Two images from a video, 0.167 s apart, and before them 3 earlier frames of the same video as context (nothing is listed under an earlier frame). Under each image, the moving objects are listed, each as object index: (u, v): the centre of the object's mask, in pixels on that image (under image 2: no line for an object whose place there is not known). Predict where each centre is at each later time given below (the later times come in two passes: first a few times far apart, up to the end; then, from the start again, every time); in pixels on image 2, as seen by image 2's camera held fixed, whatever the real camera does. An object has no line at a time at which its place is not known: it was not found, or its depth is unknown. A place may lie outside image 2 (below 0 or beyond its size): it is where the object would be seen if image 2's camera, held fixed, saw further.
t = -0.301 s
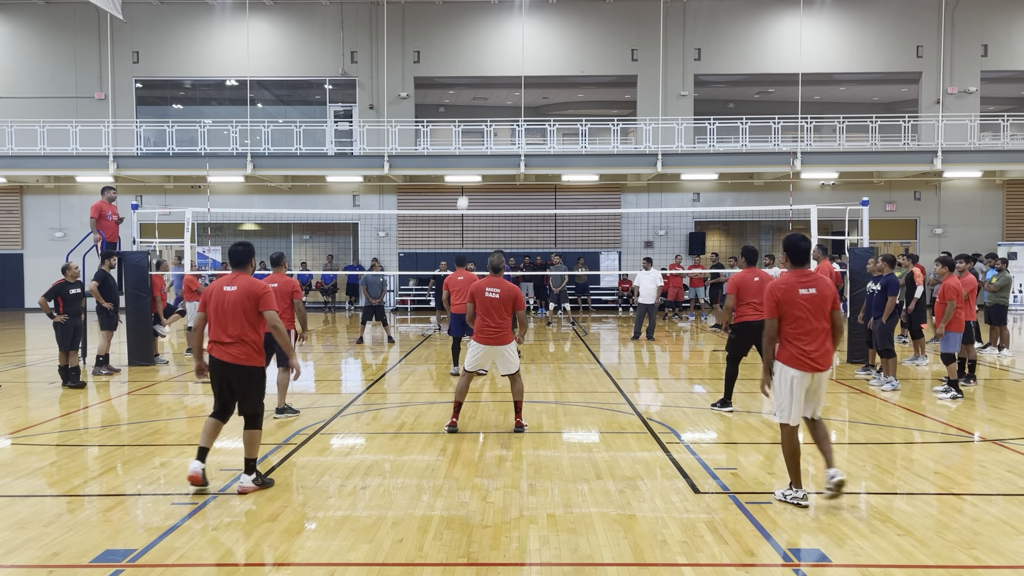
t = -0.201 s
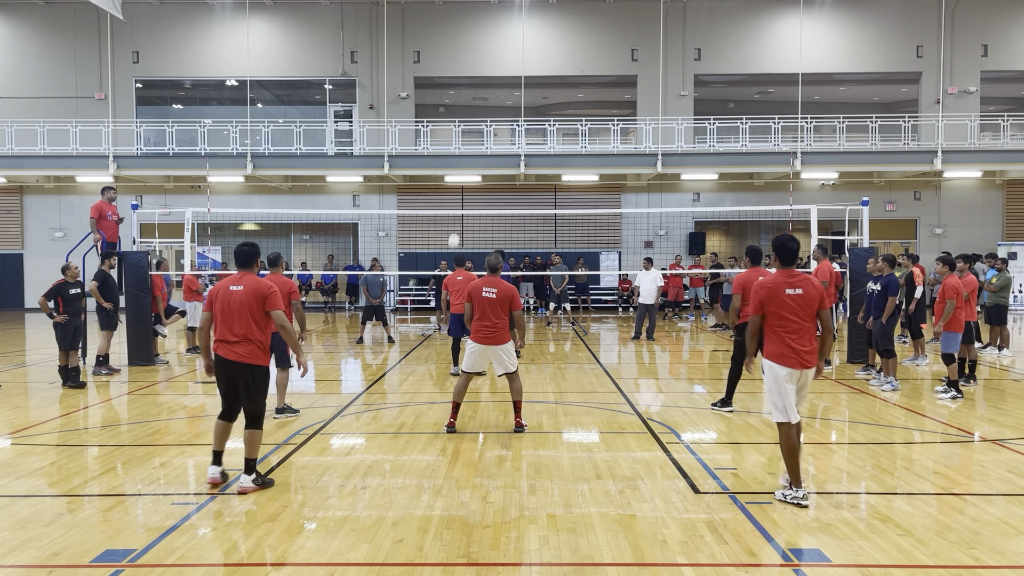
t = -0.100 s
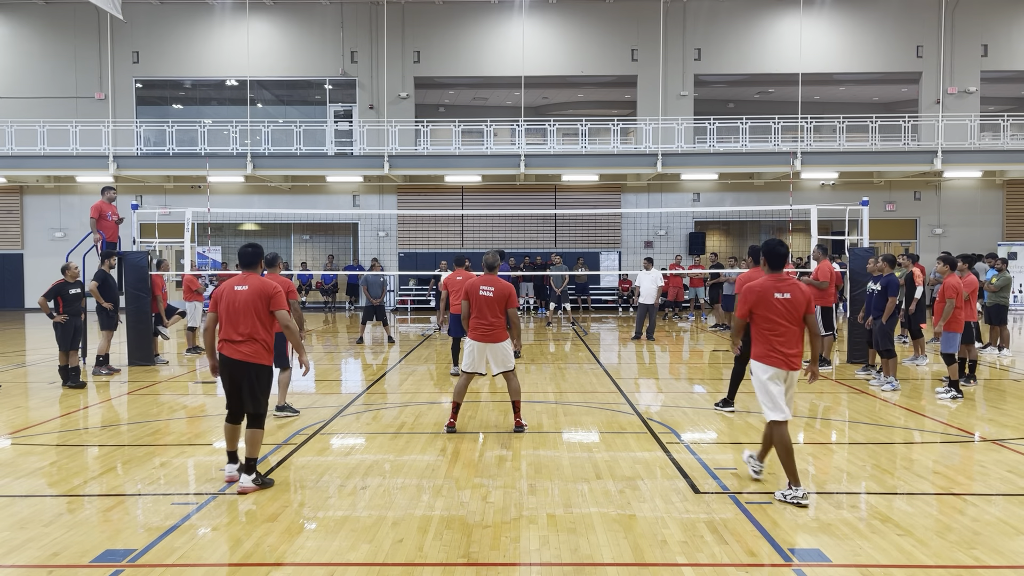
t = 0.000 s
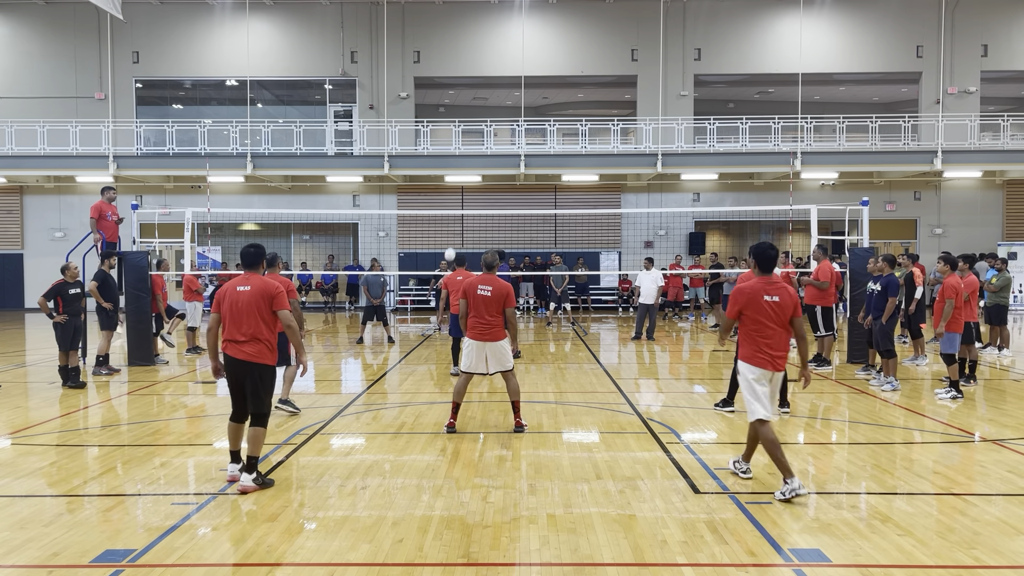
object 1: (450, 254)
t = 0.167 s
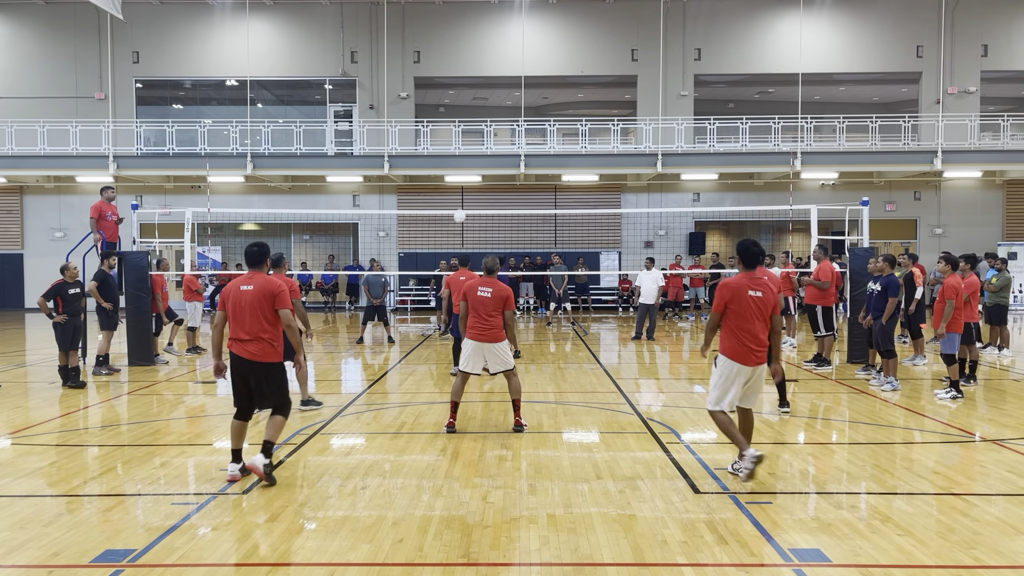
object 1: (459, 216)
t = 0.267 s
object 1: (466, 197)
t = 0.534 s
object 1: (491, 168)
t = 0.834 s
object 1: (530, 186)
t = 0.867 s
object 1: (535, 192)
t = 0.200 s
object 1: (462, 209)
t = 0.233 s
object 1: (464, 203)
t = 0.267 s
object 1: (466, 197)
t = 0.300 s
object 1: (469, 192)
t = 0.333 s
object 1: (472, 188)
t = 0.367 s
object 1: (475, 183)
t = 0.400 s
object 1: (478, 179)
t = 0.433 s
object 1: (481, 175)
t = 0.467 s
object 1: (484, 172)
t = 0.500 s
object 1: (487, 170)
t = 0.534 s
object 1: (491, 168)
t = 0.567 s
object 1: (495, 166)
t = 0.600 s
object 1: (499, 165)
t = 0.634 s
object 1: (503, 166)
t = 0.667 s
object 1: (507, 168)
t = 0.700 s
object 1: (511, 169)
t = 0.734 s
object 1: (516, 172)
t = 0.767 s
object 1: (520, 176)
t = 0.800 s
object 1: (525, 180)
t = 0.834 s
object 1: (530, 186)
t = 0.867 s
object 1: (535, 192)
